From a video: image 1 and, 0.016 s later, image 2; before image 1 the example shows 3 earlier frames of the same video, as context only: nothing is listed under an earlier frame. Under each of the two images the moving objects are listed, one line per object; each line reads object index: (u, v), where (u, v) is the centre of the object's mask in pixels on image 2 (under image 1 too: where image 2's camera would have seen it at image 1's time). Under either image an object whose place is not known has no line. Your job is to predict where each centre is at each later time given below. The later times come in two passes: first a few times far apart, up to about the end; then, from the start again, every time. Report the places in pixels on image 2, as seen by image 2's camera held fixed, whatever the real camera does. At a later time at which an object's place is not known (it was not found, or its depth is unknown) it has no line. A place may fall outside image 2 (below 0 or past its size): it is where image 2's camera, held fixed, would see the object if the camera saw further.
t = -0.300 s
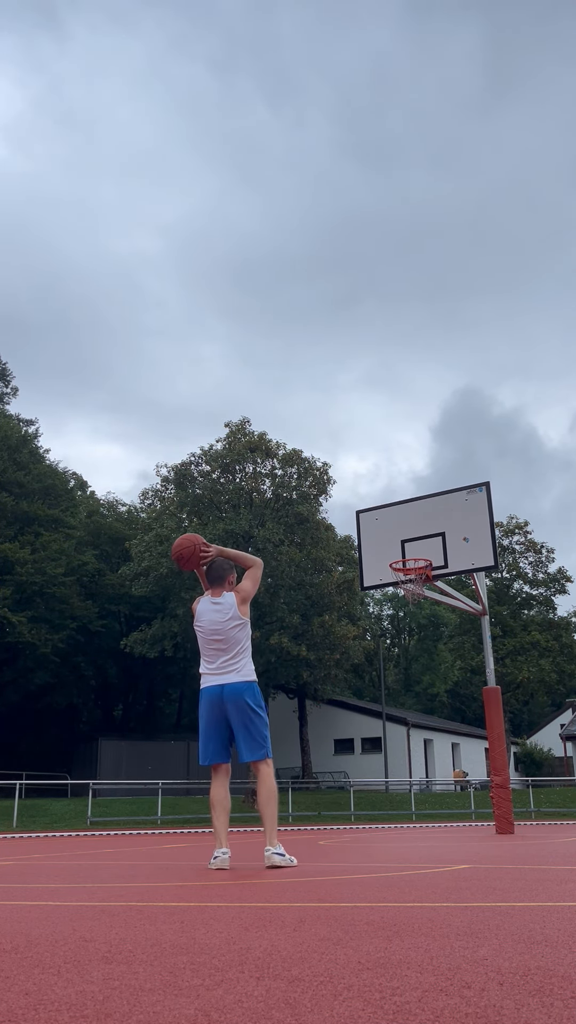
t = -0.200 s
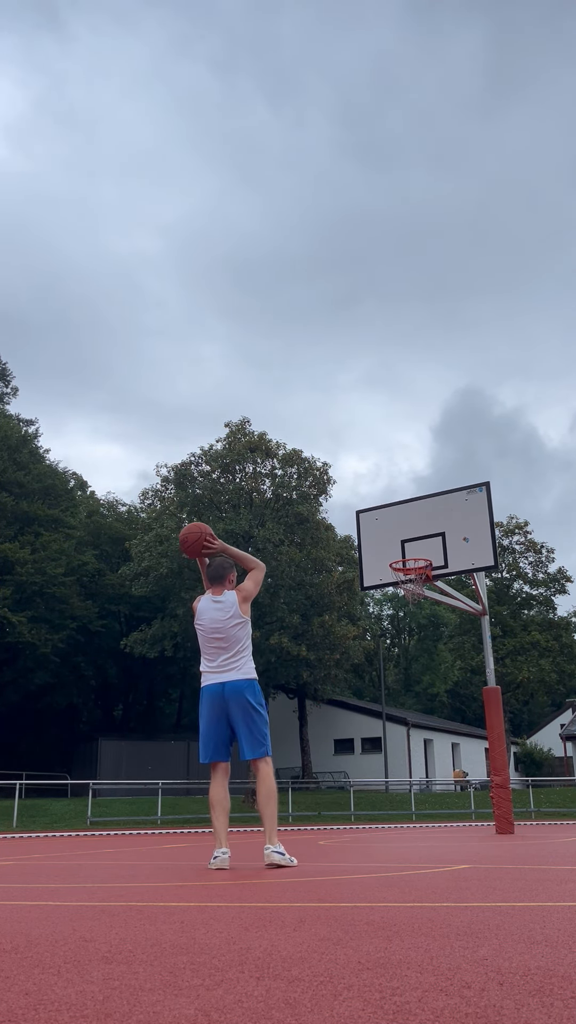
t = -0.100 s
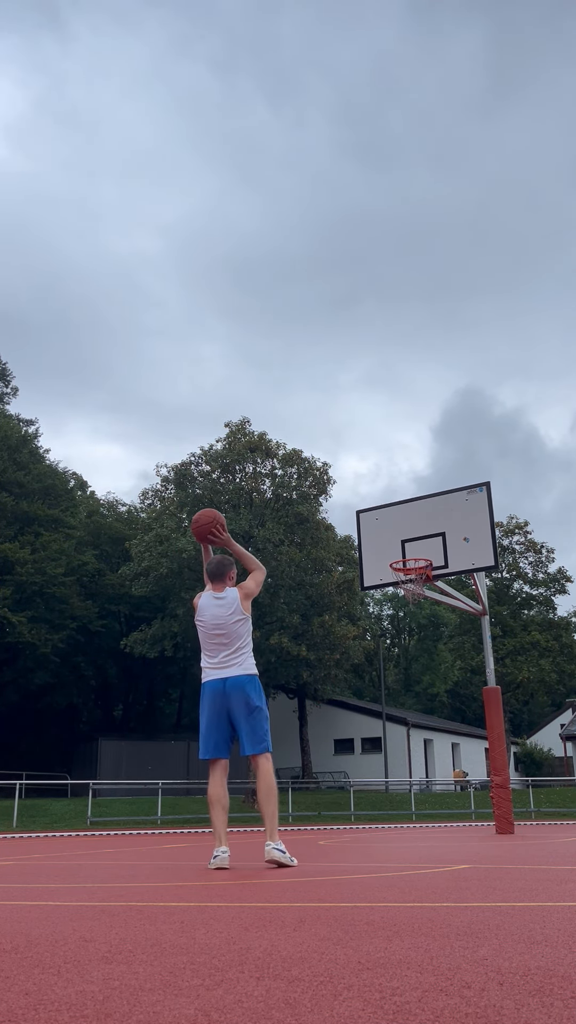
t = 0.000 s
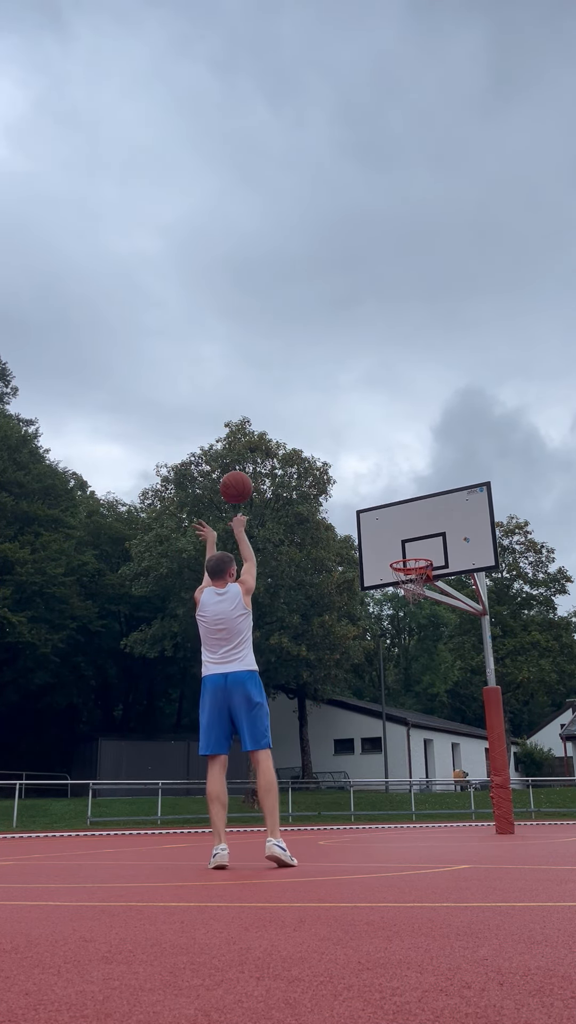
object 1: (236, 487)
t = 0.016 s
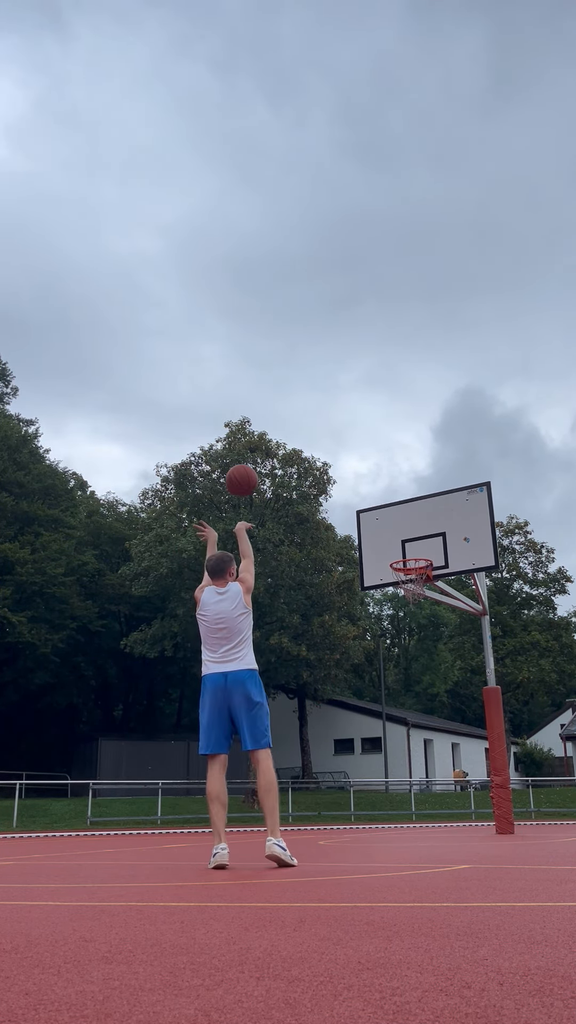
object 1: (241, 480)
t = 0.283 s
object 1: (311, 431)
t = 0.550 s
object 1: (360, 458)
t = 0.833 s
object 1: (401, 540)
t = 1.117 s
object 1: (403, 584)
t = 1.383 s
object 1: (389, 625)
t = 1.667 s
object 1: (376, 738)
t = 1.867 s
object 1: (367, 807)
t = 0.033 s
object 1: (247, 474)
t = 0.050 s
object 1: (252, 468)
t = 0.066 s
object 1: (257, 463)
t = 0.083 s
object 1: (262, 458)
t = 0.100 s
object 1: (266, 454)
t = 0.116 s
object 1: (271, 449)
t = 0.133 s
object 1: (275, 446)
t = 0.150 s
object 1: (280, 443)
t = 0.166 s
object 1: (284, 440)
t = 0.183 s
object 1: (288, 438)
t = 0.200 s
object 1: (292, 436)
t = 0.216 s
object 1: (296, 434)
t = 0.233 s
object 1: (300, 433)
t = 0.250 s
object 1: (304, 432)
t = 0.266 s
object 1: (307, 432)
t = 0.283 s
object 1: (311, 431)
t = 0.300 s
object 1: (314, 431)
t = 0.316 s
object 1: (318, 431)
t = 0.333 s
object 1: (321, 431)
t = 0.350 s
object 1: (324, 432)
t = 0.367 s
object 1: (328, 433)
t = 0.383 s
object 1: (331, 434)
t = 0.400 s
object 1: (334, 436)
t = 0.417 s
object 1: (337, 437)
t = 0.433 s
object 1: (340, 439)
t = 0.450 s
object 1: (343, 441)
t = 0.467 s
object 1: (346, 443)
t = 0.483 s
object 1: (349, 446)
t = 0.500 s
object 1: (351, 448)
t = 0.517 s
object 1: (354, 451)
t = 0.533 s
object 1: (357, 454)
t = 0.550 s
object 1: (360, 458)
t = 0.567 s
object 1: (362, 461)
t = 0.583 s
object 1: (365, 465)
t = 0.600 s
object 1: (368, 469)
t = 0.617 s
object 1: (370, 473)
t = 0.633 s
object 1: (373, 477)
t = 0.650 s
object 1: (375, 481)
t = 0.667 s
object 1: (378, 486)
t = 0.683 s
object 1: (380, 490)
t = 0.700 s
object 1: (382, 495)
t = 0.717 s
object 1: (385, 500)
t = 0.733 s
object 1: (387, 505)
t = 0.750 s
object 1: (390, 511)
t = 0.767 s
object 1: (392, 517)
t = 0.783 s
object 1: (394, 522)
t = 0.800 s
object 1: (397, 528)
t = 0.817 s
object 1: (399, 534)
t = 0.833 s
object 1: (401, 540)
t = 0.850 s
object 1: (403, 546)
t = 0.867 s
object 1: (406, 552)
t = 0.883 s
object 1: (408, 560)
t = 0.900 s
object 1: (410, 567)
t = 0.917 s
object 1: (412, 572)
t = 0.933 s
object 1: (413, 577)
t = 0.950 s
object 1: (415, 582)
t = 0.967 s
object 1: (415, 584)
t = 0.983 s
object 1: (412, 583)
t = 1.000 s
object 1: (411, 582)
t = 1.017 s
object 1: (411, 582)
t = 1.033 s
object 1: (410, 582)
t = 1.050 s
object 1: (408, 582)
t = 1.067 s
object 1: (407, 583)
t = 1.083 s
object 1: (406, 583)
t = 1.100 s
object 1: (405, 584)
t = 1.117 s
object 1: (403, 584)
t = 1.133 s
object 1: (402, 586)
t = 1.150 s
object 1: (400, 587)
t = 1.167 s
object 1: (399, 588)
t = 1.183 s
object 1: (398, 590)
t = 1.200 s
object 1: (398, 591)
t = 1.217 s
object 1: (397, 594)
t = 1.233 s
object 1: (397, 595)
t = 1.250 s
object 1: (395, 599)
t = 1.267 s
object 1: (394, 600)
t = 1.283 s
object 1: (394, 603)
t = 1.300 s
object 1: (393, 606)
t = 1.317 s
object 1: (392, 610)
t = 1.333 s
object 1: (391, 613)
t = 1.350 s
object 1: (390, 617)
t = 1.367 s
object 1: (390, 621)
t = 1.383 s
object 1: (389, 625)
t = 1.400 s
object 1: (388, 630)
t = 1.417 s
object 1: (387, 635)
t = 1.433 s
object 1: (386, 640)
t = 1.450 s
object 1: (386, 645)
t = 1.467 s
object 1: (385, 651)
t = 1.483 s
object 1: (384, 656)
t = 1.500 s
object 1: (383, 662)
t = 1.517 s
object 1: (383, 669)
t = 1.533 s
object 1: (382, 675)
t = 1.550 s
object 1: (381, 682)
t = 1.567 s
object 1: (381, 689)
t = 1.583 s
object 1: (380, 696)
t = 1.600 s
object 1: (379, 704)
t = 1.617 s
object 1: (378, 712)
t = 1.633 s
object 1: (378, 720)
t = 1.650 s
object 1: (377, 729)
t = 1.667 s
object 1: (376, 738)
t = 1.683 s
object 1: (376, 746)
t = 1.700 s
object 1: (375, 756)
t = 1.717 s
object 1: (375, 766)
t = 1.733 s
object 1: (374, 776)
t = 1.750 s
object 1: (373, 786)
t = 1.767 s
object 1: (372, 797)
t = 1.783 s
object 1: (372, 807)
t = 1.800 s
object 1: (371, 818)
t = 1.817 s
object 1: (371, 830)
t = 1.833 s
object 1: (370, 824)
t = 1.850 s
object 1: (368, 816)
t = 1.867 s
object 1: (367, 807)
